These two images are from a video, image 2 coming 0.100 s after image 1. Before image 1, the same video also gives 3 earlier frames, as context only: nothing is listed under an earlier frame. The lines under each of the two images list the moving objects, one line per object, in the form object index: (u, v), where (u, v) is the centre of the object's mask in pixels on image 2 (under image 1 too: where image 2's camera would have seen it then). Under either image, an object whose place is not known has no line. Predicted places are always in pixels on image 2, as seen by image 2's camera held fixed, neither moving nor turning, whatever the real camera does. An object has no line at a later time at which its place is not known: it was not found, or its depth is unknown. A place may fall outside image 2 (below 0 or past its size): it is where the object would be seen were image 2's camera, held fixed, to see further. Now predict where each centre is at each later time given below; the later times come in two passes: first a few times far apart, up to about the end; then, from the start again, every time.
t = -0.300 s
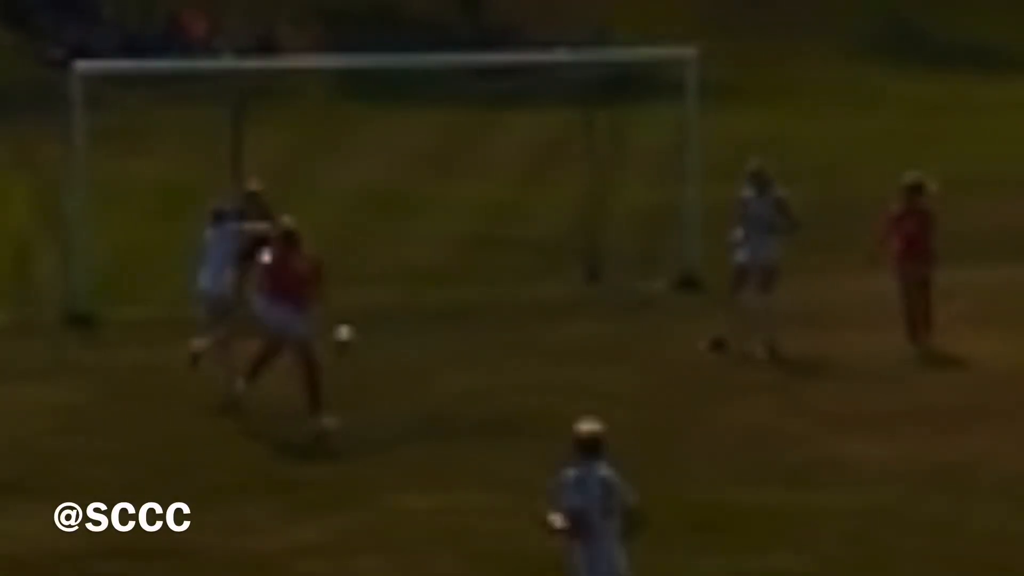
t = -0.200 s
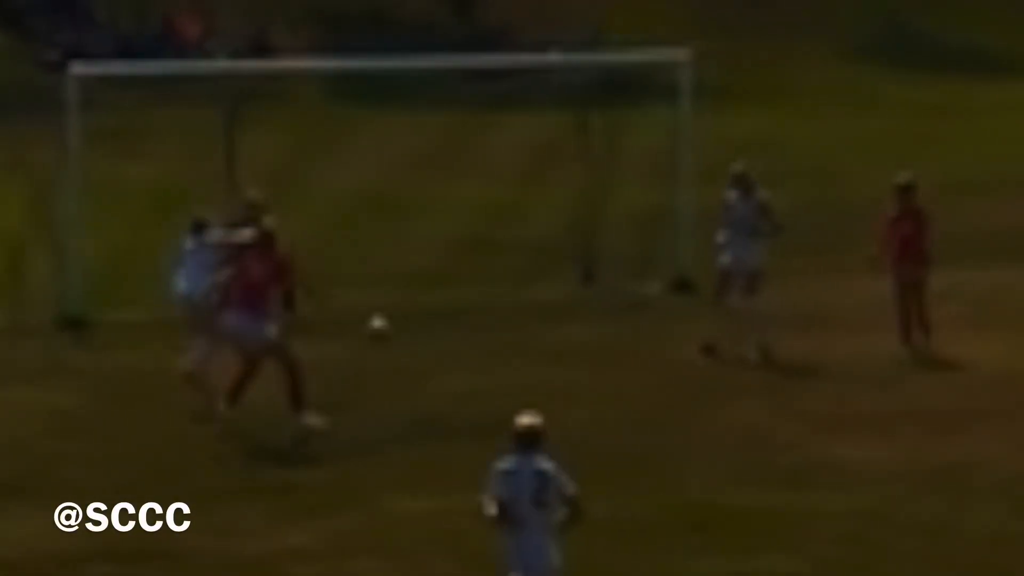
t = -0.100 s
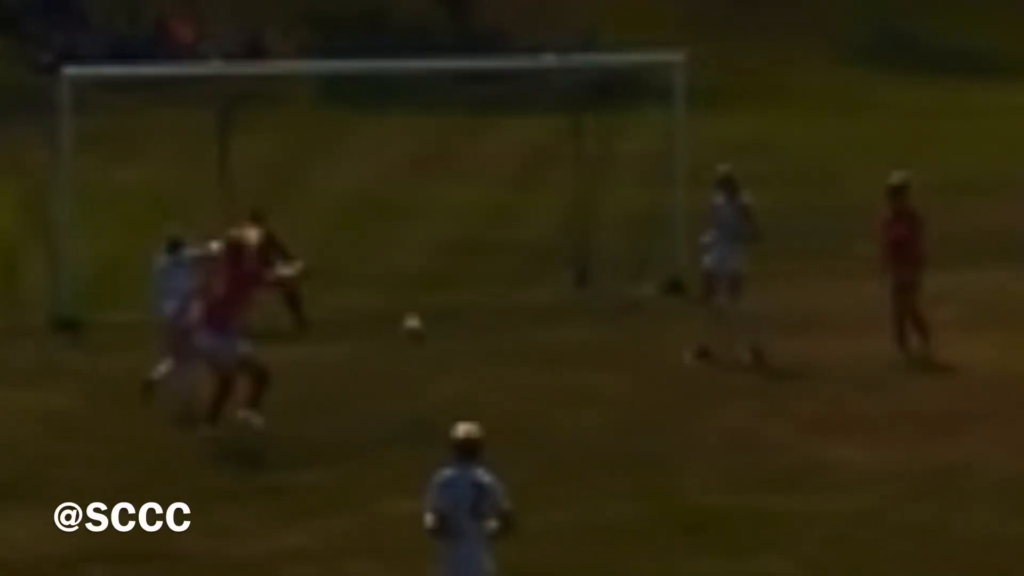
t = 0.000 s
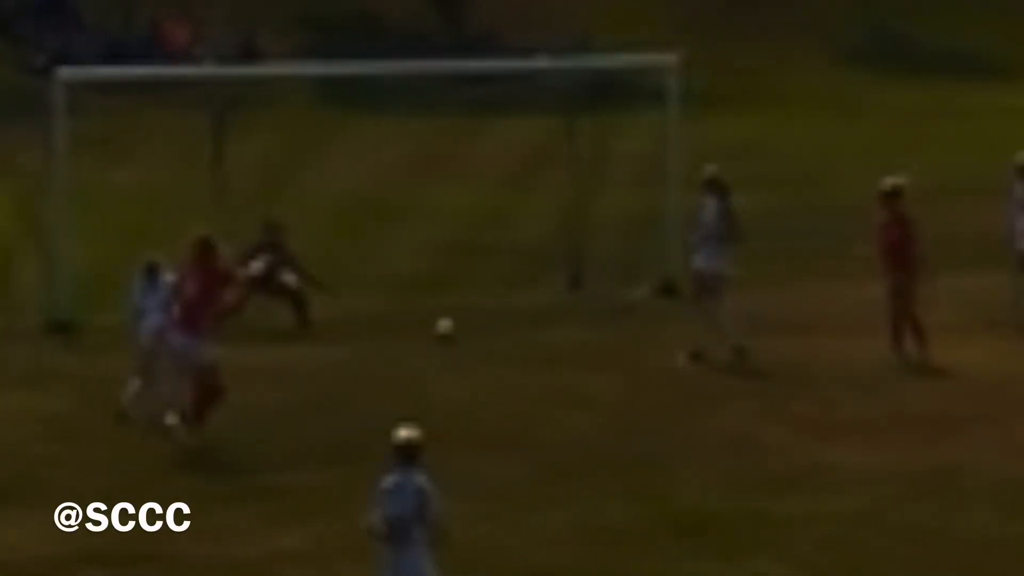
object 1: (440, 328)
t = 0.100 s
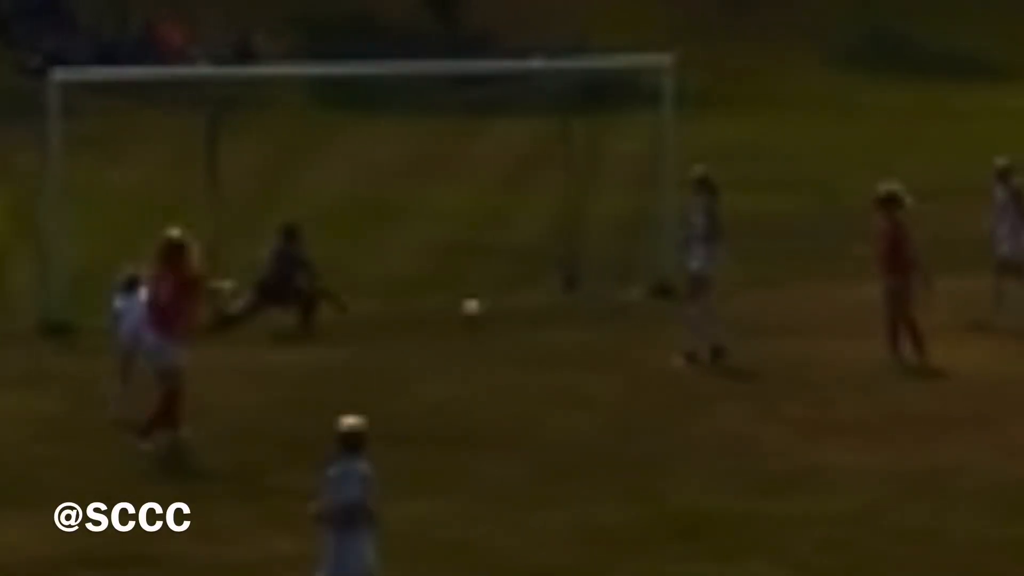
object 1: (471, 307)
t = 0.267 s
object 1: (524, 302)
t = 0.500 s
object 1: (583, 267)
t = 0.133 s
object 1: (484, 302)
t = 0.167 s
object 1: (487, 303)
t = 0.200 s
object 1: (503, 301)
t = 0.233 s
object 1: (514, 301)
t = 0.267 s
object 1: (524, 302)
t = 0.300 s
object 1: (535, 297)
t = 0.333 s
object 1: (542, 289)
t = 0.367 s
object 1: (551, 280)
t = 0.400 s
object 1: (559, 275)
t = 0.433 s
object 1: (568, 269)
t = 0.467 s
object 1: (575, 268)
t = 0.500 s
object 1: (583, 267)
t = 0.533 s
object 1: (593, 266)
